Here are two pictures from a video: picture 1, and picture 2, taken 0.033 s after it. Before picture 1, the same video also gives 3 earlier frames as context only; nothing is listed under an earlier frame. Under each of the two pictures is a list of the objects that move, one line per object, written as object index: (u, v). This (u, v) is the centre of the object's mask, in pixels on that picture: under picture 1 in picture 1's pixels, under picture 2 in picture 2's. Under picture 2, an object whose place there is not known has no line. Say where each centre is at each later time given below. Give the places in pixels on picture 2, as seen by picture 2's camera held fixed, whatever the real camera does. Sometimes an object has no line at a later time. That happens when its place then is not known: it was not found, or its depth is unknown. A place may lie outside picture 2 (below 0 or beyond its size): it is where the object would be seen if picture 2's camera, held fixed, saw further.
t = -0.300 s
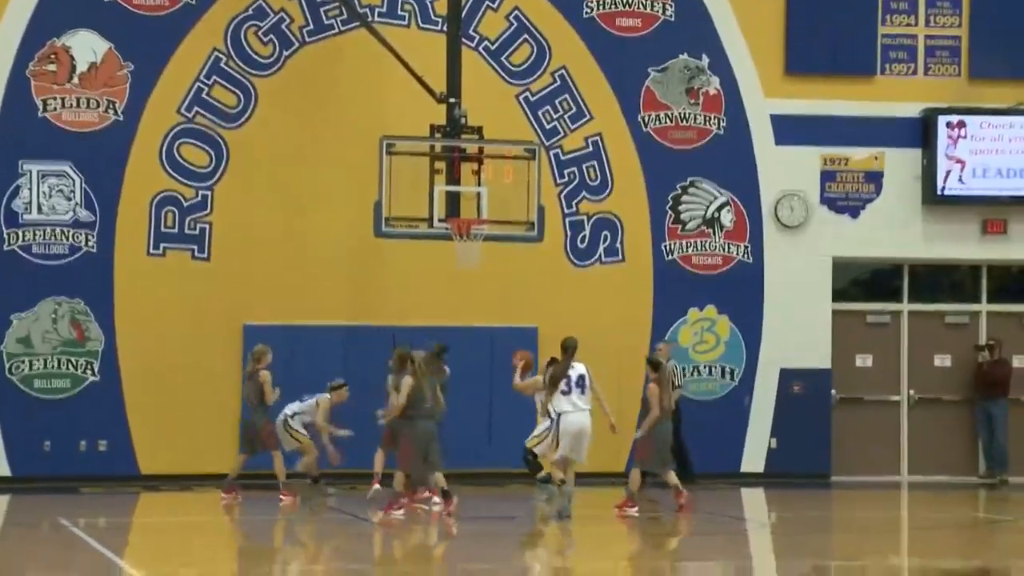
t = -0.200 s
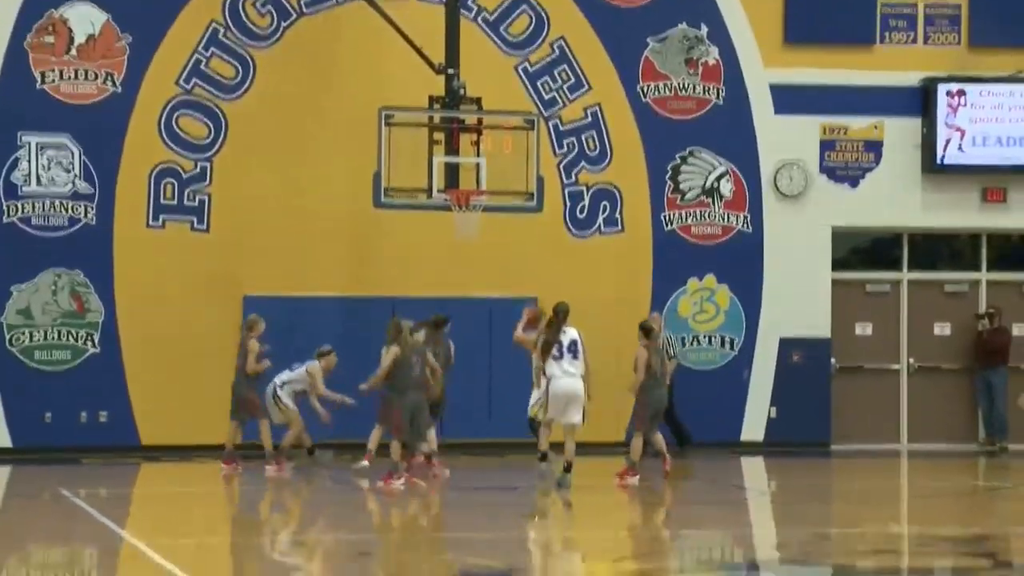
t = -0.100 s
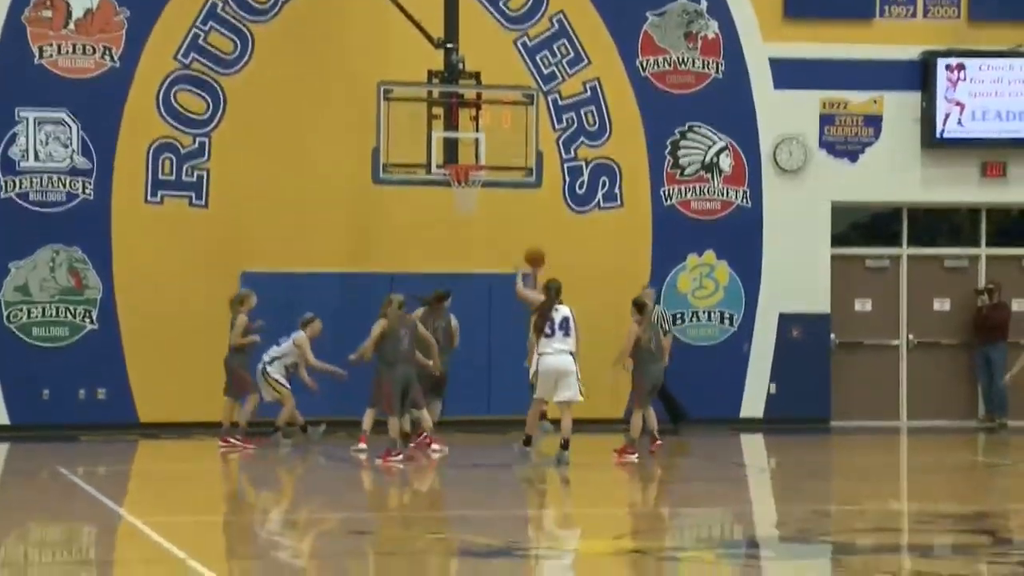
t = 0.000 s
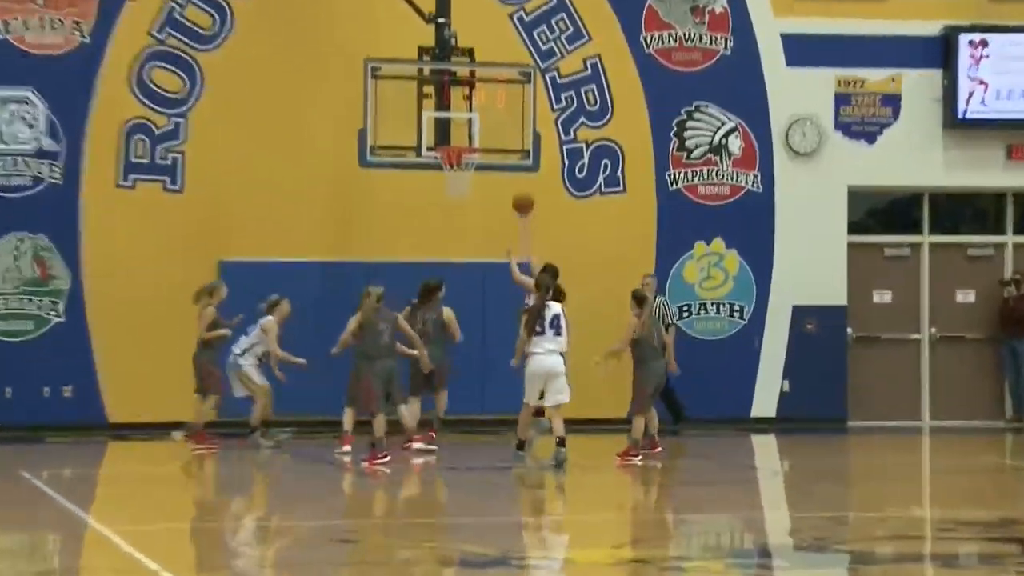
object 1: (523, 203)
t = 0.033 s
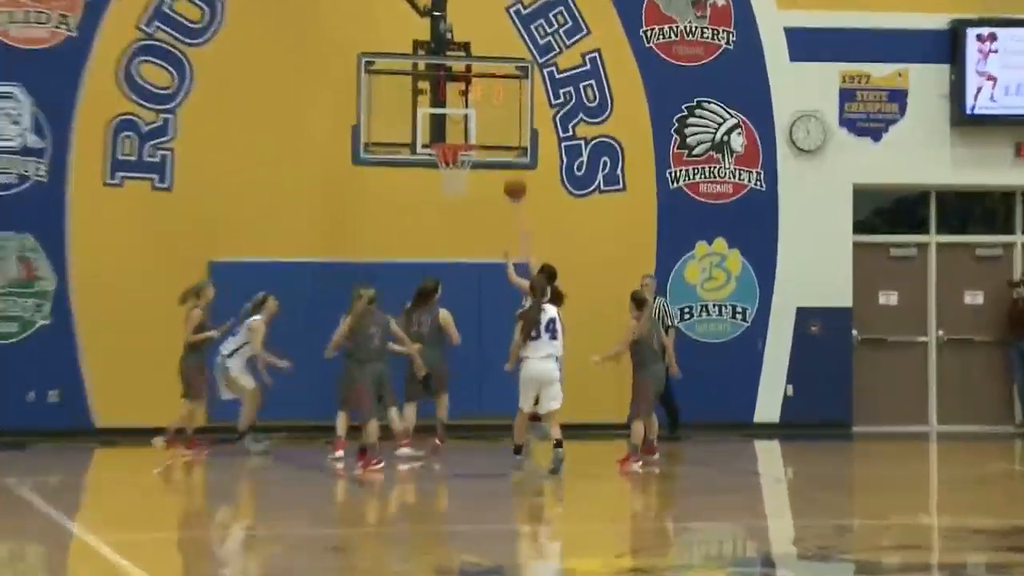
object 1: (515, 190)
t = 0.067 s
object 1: (510, 177)
